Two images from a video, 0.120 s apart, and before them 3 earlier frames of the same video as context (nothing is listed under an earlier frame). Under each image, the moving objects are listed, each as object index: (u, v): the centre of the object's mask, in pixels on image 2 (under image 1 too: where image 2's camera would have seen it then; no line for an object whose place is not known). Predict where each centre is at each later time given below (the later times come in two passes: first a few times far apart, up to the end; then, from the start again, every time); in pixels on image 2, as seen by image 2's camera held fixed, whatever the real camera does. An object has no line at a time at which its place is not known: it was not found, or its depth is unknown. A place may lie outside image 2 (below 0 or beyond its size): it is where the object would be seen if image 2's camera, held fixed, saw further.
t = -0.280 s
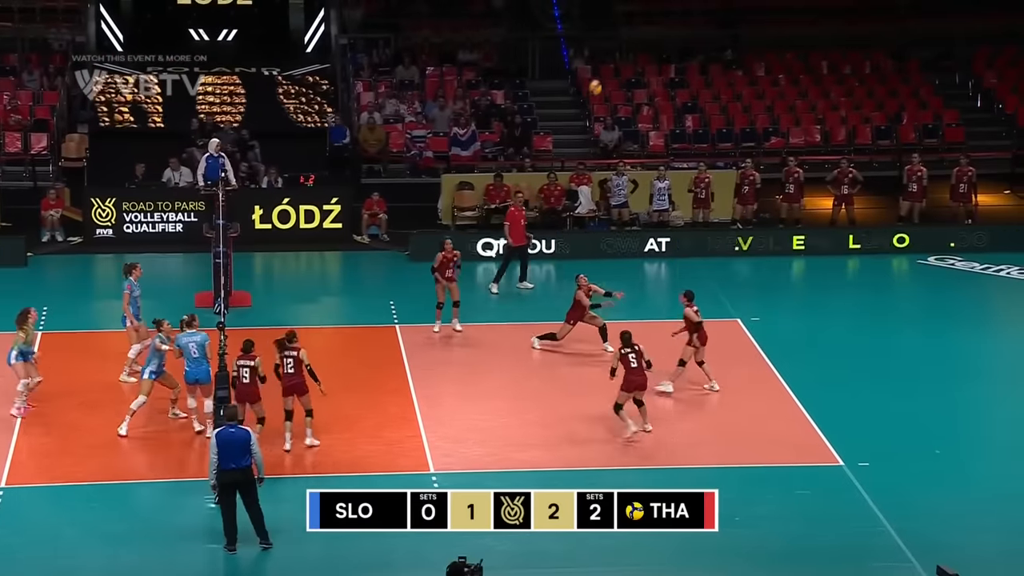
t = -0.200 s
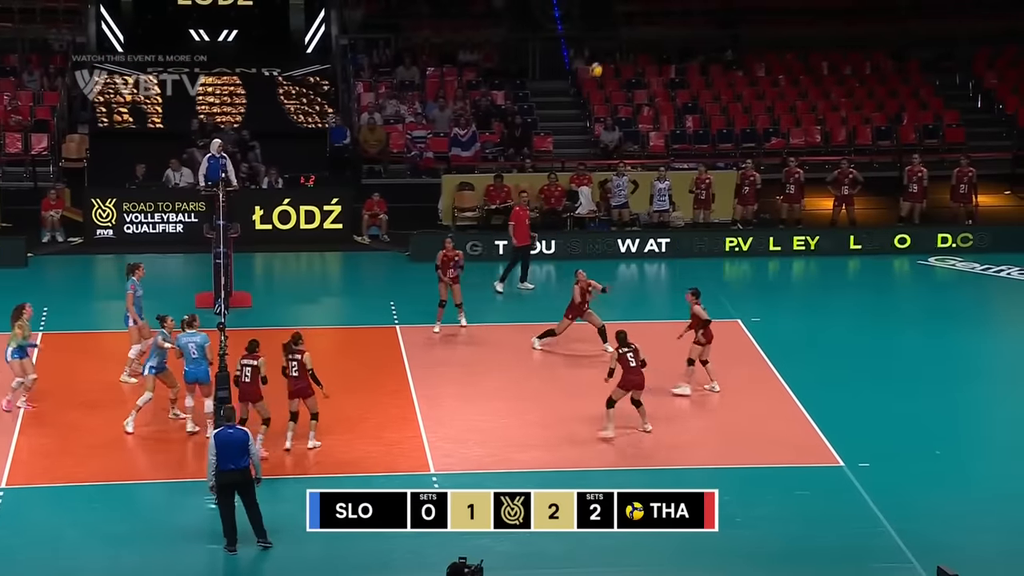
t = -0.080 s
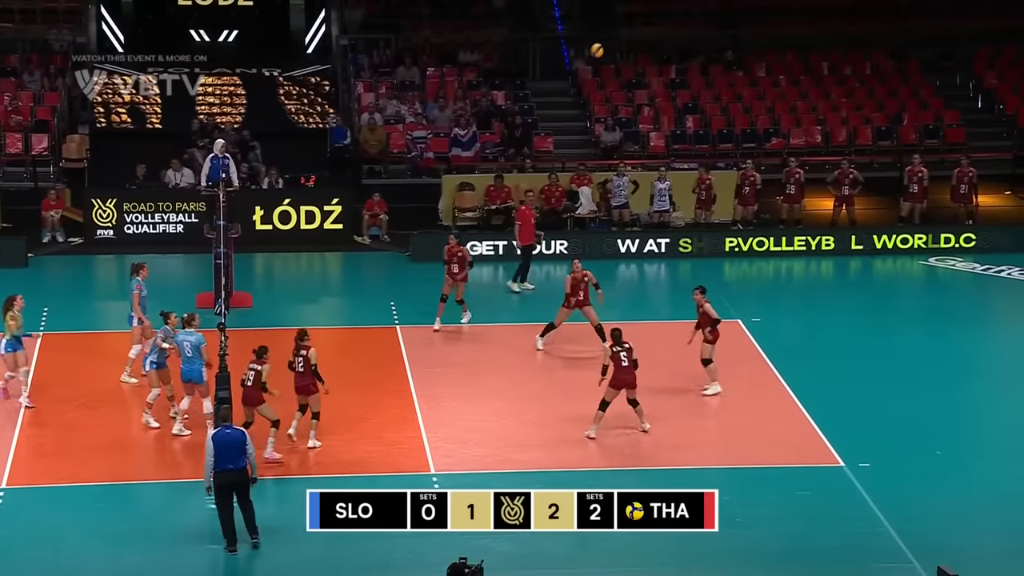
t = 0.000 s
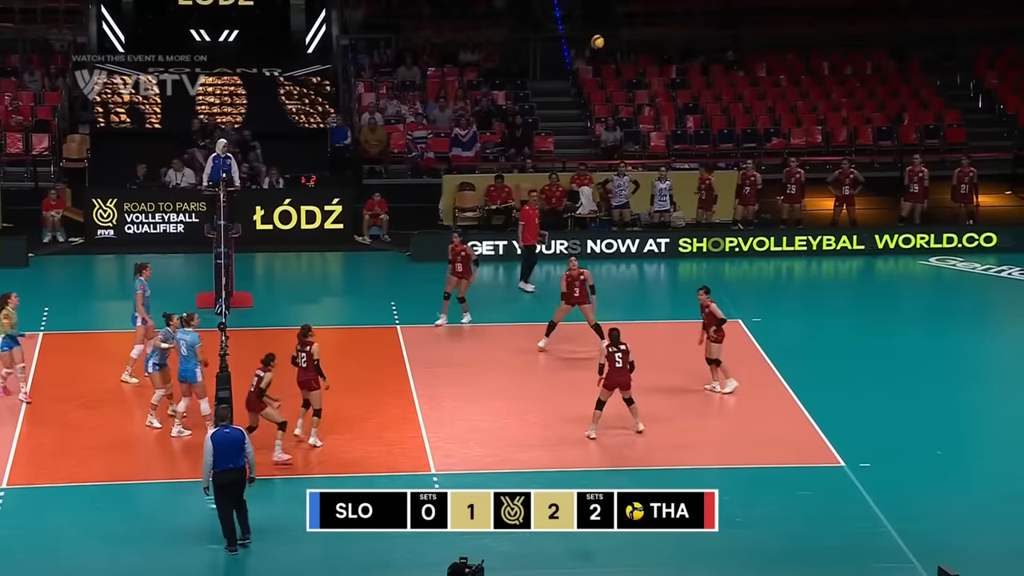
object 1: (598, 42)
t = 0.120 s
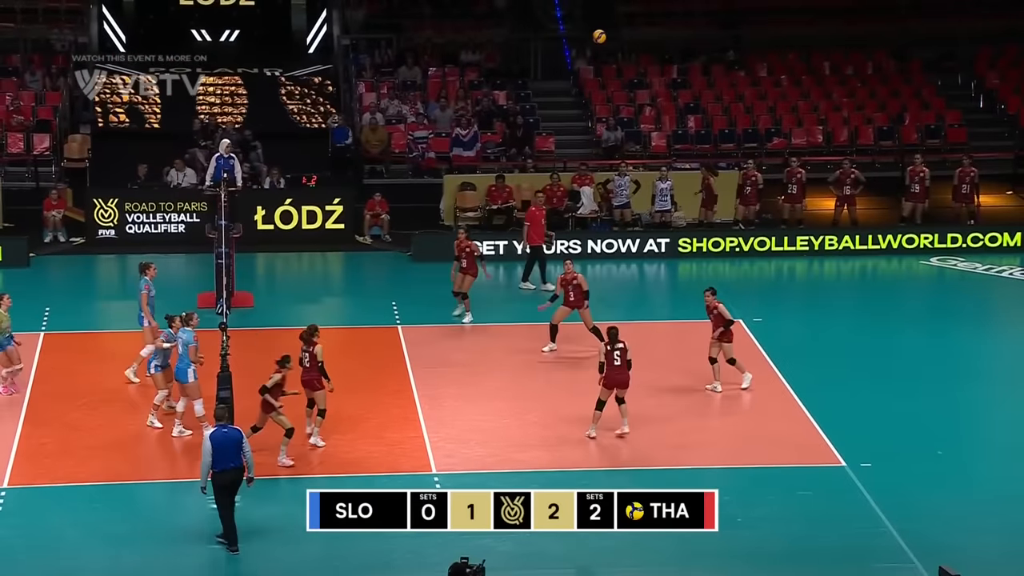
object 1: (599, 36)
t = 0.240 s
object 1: (599, 40)
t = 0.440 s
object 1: (600, 65)
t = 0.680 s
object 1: (599, 129)
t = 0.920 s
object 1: (595, 227)
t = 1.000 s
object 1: (594, 267)
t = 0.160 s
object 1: (599, 37)
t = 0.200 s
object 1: (599, 38)
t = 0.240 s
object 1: (599, 40)
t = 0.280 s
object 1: (599, 43)
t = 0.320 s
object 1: (599, 47)
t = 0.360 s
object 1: (599, 52)
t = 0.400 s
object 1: (599, 59)
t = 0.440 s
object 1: (600, 65)
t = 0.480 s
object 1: (600, 74)
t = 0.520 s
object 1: (599, 83)
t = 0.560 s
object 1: (600, 93)
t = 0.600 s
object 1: (599, 104)
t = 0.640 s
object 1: (599, 115)
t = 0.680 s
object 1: (599, 129)
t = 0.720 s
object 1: (598, 144)
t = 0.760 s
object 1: (598, 158)
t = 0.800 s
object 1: (597, 174)
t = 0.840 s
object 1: (599, 191)
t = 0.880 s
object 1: (597, 209)
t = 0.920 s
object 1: (595, 227)
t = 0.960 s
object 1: (594, 248)
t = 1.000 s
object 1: (594, 267)
